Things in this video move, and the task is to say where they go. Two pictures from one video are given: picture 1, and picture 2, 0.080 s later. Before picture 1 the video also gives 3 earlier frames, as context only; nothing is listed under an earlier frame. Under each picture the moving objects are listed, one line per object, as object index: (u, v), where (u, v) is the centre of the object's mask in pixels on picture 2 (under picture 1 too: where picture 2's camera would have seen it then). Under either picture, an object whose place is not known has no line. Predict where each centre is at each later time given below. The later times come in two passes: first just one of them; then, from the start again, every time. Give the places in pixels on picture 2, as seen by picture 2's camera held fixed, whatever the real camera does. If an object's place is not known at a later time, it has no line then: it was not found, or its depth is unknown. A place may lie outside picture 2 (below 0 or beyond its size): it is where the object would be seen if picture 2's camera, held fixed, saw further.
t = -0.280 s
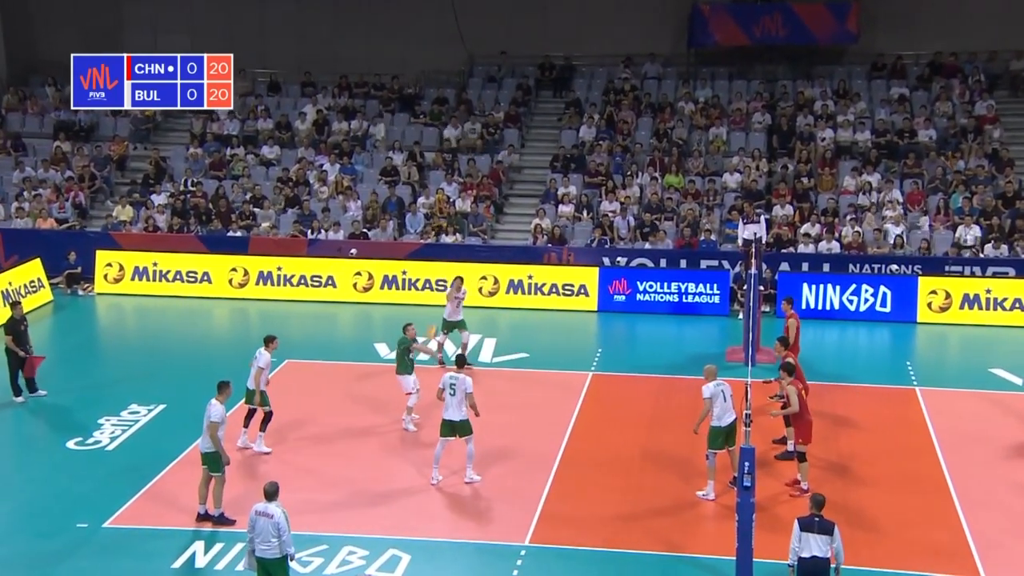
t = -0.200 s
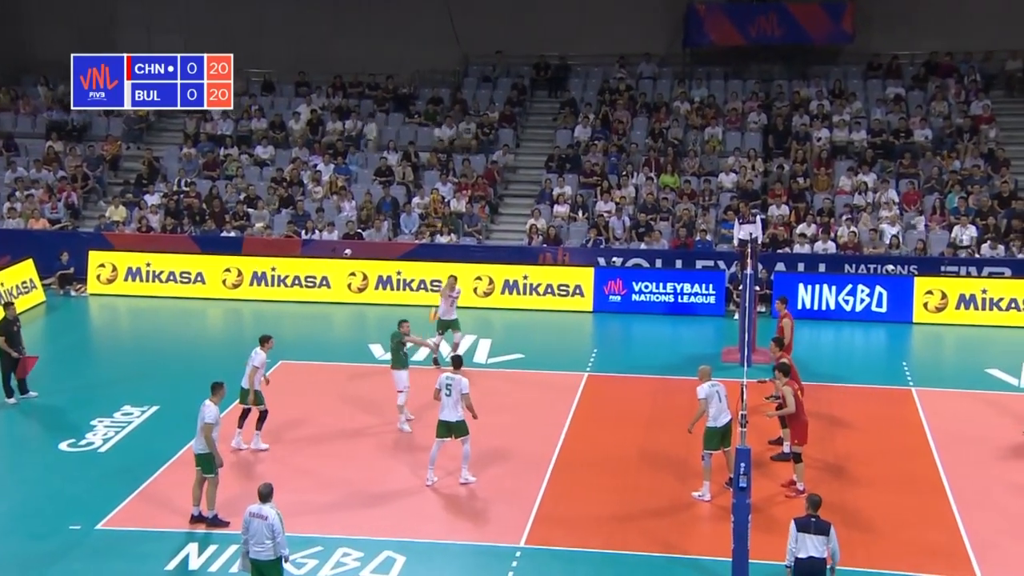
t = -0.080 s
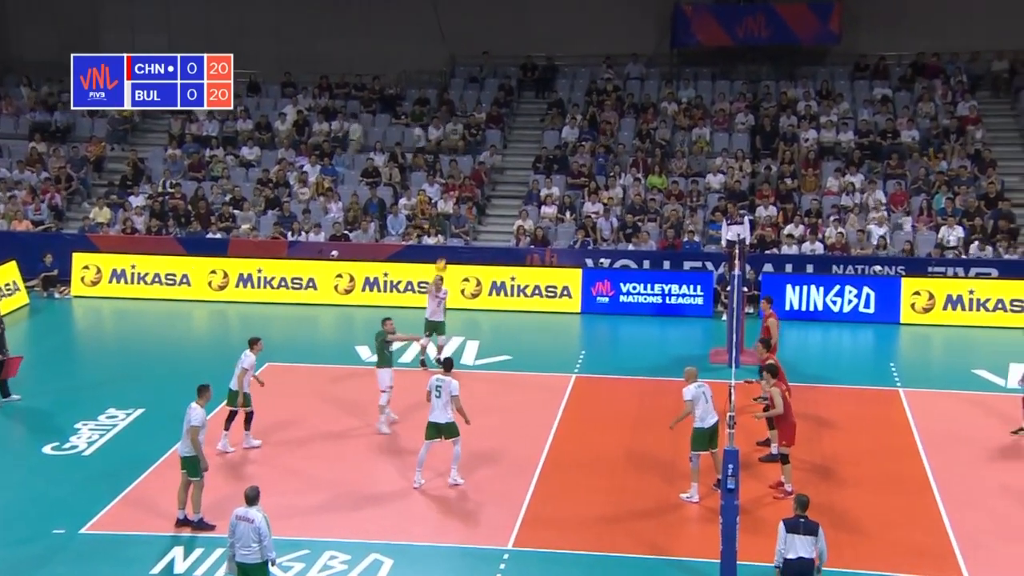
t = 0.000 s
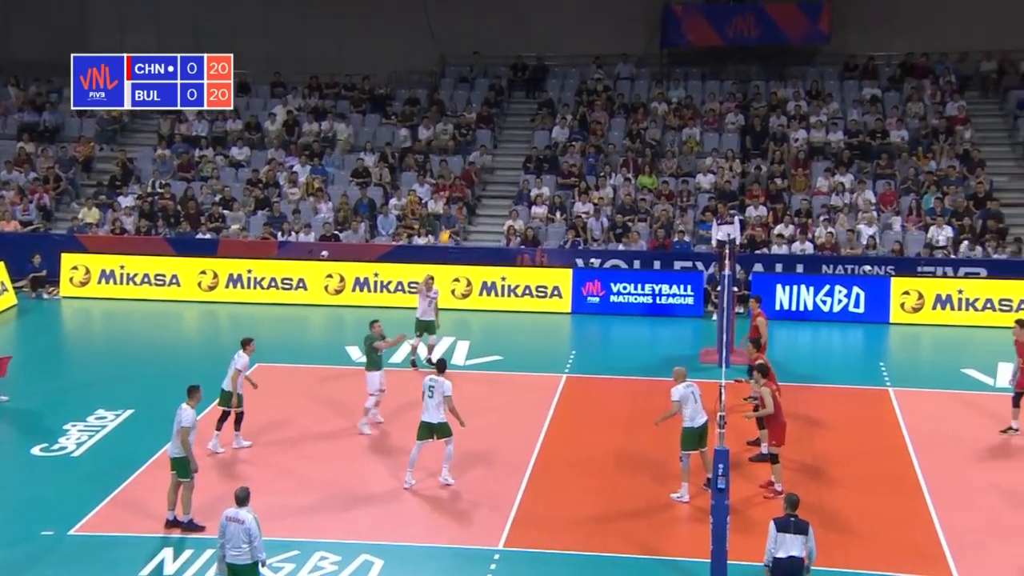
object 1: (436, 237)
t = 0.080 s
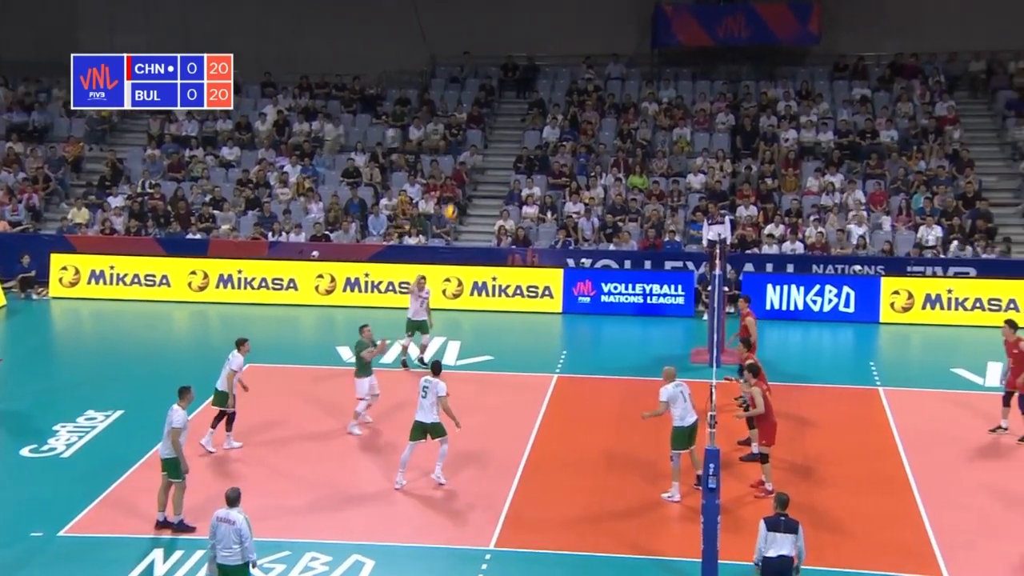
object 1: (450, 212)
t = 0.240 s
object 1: (476, 171)
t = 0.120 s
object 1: (456, 200)
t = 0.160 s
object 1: (463, 190)
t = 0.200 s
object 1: (469, 179)
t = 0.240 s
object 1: (476, 171)
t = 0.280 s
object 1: (483, 164)
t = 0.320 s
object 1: (490, 156)
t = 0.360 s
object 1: (496, 151)
